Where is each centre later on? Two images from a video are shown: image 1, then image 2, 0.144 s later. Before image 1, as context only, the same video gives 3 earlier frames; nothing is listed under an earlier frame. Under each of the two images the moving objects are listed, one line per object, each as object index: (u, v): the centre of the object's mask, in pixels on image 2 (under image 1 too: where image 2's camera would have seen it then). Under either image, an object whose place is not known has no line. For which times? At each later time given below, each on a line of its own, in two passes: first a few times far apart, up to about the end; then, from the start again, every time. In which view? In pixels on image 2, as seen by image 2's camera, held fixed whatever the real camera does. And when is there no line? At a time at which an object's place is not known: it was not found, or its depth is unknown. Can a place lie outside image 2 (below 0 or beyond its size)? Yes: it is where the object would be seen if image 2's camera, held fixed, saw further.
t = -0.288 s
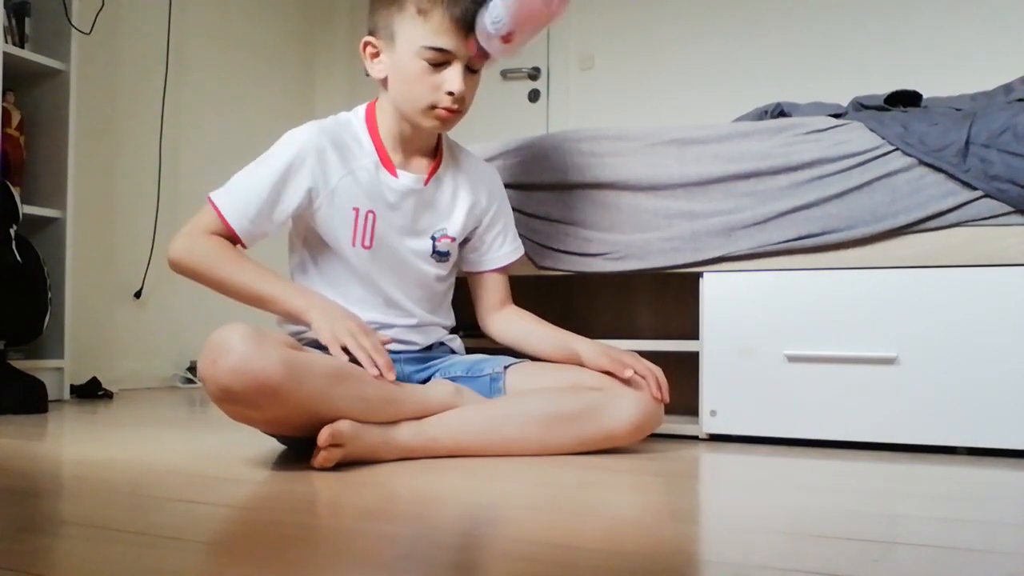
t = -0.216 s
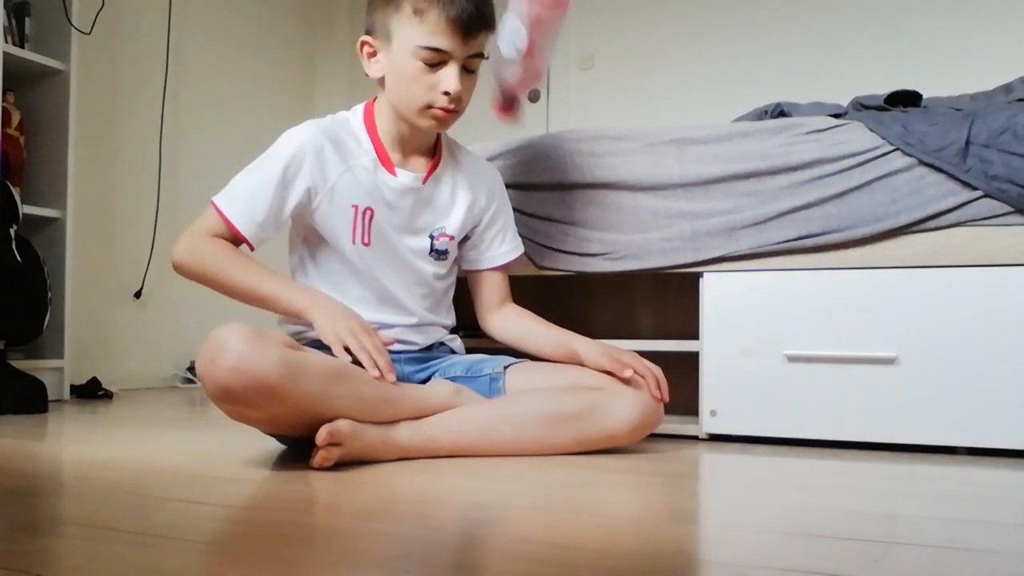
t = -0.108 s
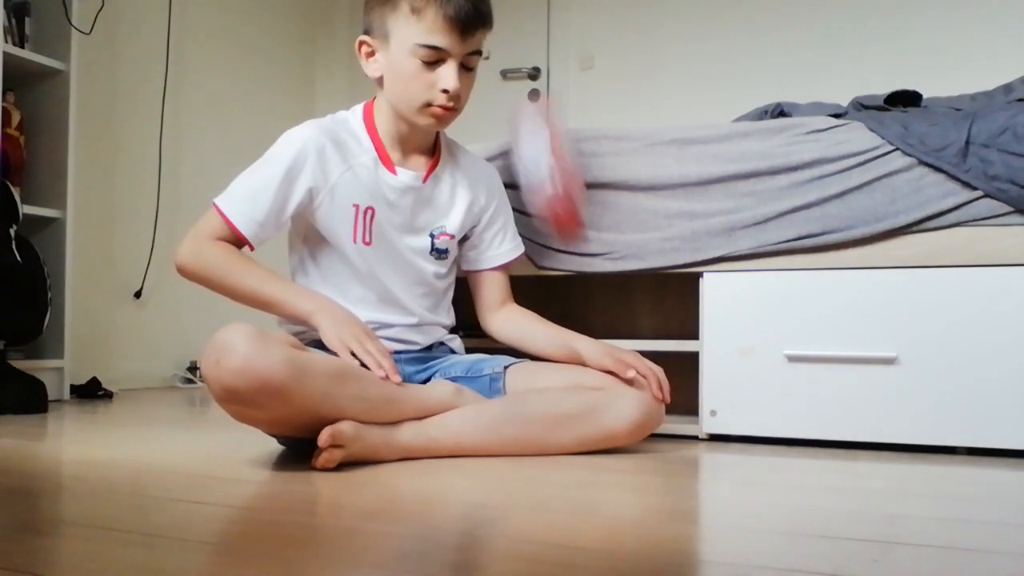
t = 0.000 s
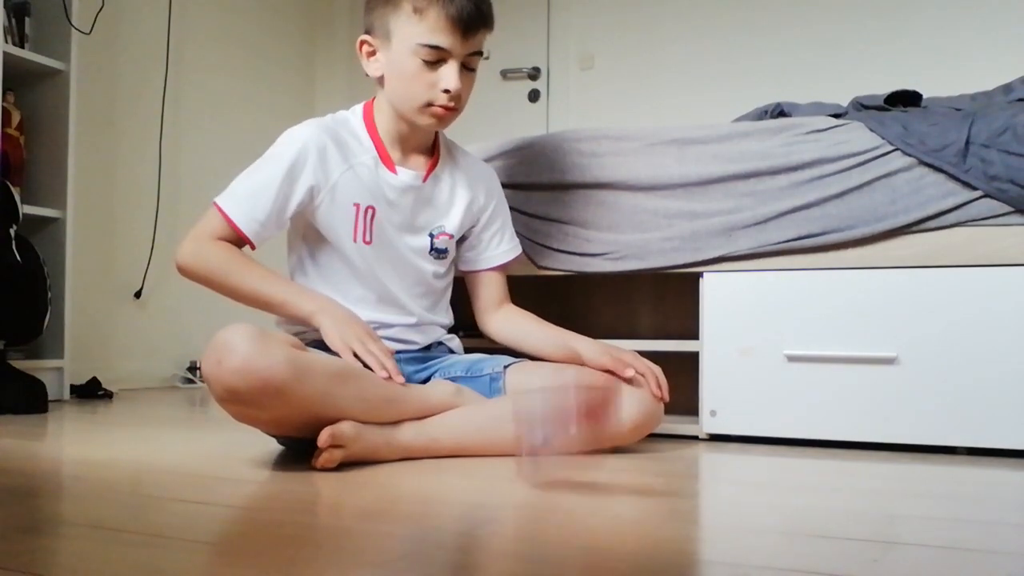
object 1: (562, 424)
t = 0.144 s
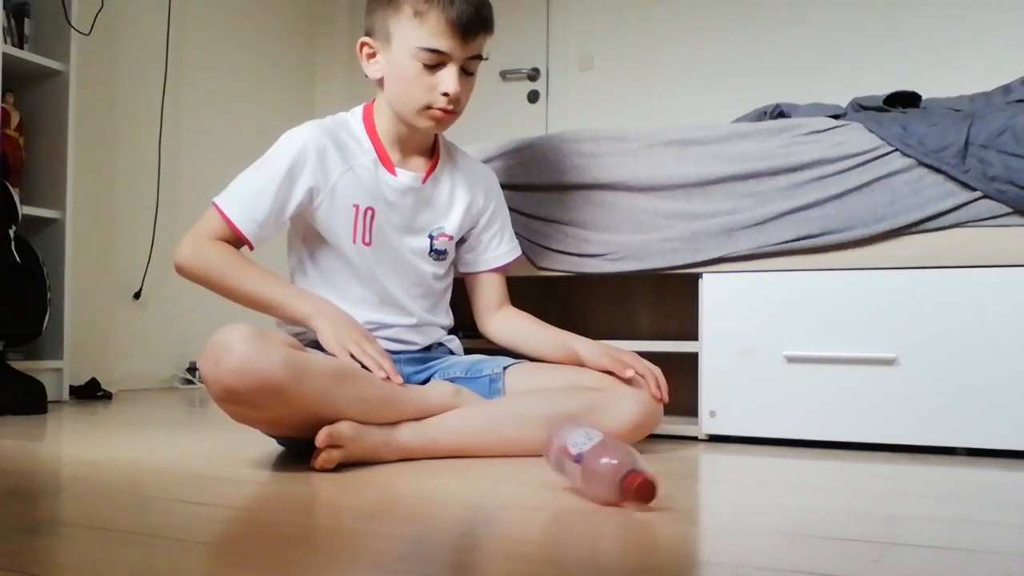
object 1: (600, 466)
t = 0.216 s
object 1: (607, 470)
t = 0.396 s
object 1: (623, 469)
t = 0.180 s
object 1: (605, 470)
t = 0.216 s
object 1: (607, 470)
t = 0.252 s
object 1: (610, 470)
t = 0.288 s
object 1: (613, 469)
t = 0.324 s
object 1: (616, 469)
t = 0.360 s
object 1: (620, 469)
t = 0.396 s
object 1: (623, 469)
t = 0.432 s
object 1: (625, 469)
